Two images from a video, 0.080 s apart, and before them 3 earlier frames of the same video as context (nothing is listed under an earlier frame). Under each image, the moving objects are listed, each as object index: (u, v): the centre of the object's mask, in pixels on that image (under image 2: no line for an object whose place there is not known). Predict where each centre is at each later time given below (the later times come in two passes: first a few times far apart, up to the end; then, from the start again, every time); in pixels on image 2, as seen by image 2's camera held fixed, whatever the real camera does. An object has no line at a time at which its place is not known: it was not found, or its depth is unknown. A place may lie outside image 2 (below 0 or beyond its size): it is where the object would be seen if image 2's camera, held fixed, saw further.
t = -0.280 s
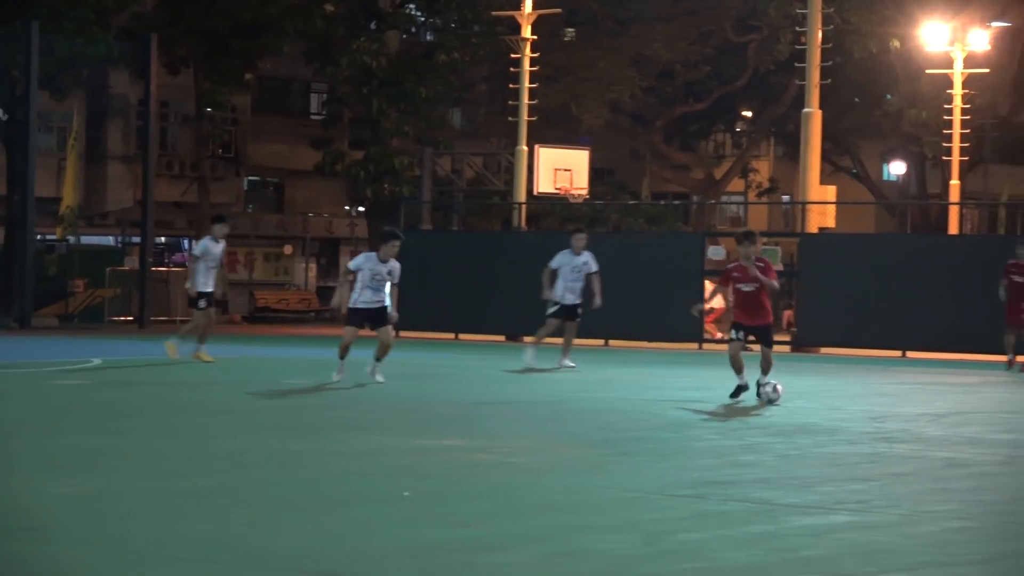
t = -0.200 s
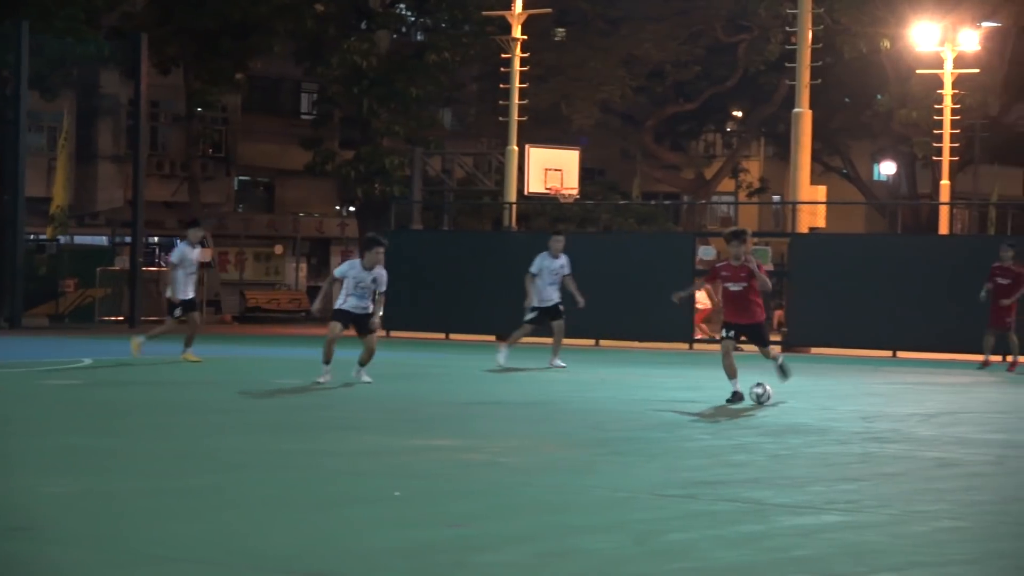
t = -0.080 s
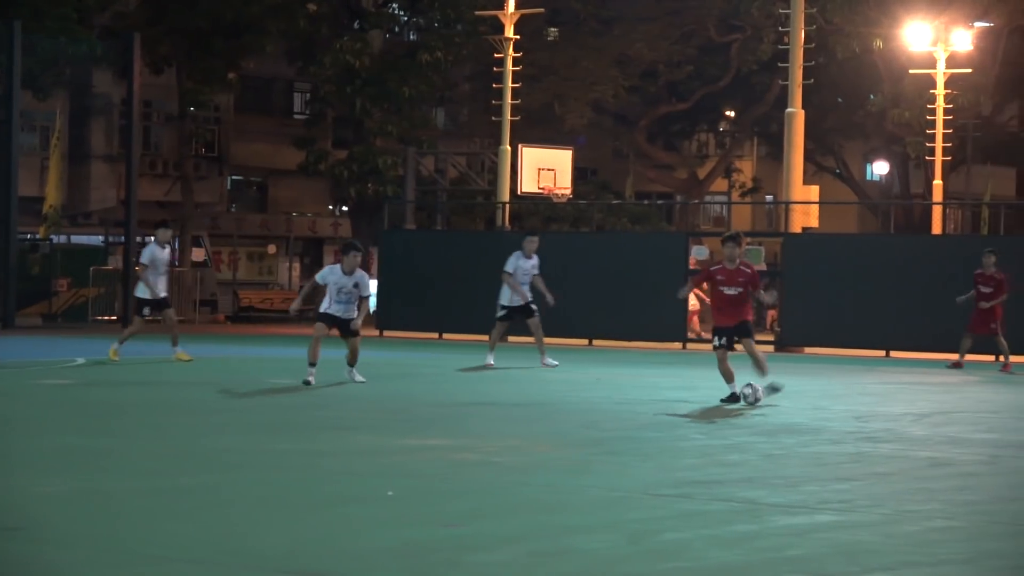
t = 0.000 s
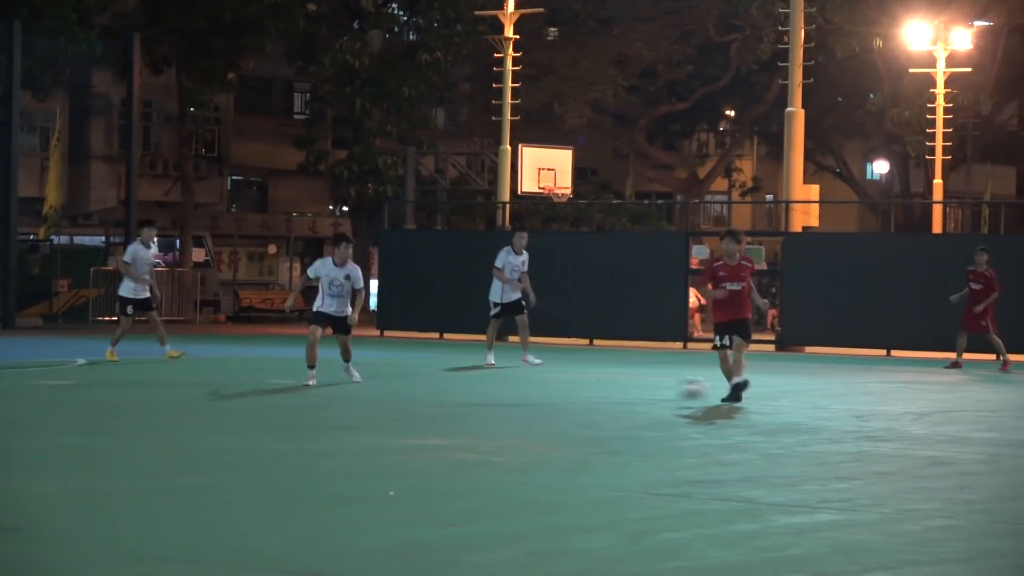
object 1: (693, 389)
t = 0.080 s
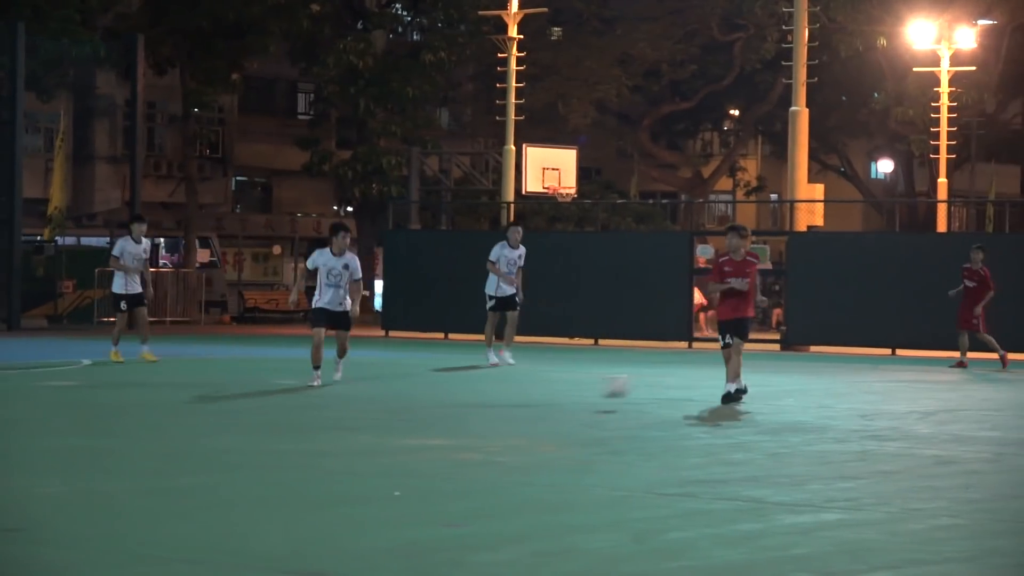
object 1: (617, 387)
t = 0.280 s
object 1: (394, 397)
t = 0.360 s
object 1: (307, 400)
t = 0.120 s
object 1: (572, 389)
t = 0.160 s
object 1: (527, 394)
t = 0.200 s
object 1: (482, 400)
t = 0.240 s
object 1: (437, 402)
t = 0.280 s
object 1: (394, 397)
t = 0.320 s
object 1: (351, 398)
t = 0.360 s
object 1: (307, 400)
